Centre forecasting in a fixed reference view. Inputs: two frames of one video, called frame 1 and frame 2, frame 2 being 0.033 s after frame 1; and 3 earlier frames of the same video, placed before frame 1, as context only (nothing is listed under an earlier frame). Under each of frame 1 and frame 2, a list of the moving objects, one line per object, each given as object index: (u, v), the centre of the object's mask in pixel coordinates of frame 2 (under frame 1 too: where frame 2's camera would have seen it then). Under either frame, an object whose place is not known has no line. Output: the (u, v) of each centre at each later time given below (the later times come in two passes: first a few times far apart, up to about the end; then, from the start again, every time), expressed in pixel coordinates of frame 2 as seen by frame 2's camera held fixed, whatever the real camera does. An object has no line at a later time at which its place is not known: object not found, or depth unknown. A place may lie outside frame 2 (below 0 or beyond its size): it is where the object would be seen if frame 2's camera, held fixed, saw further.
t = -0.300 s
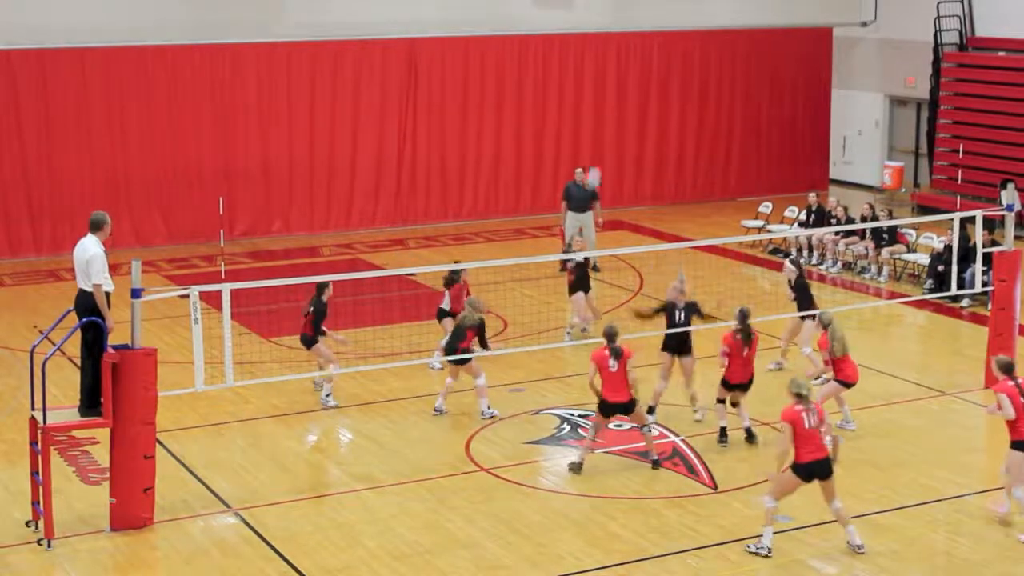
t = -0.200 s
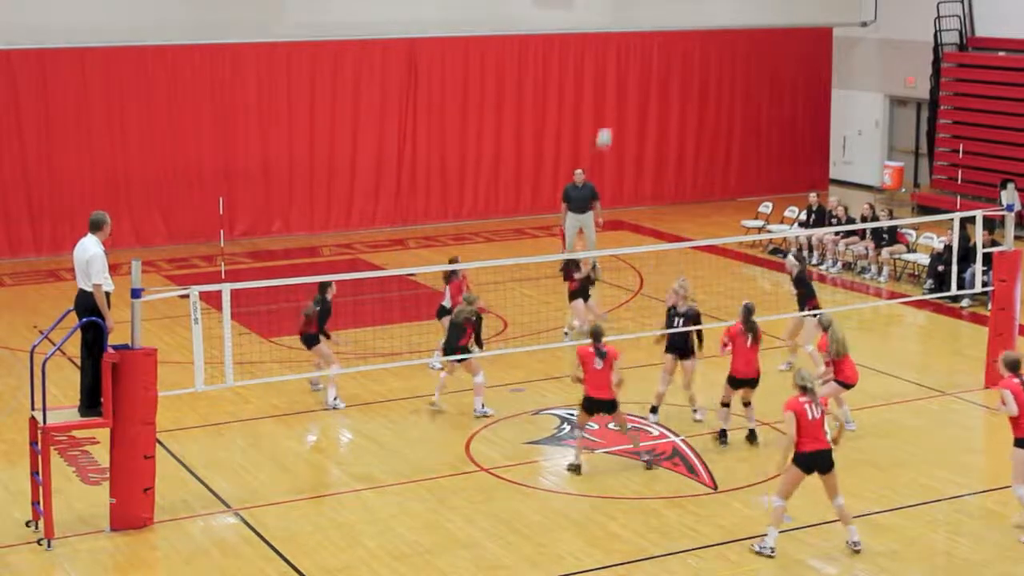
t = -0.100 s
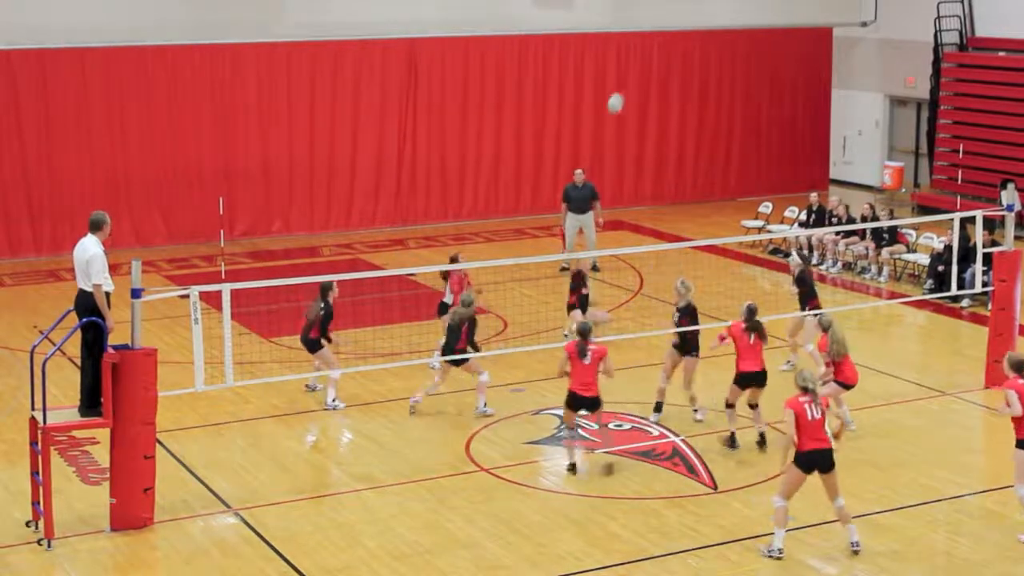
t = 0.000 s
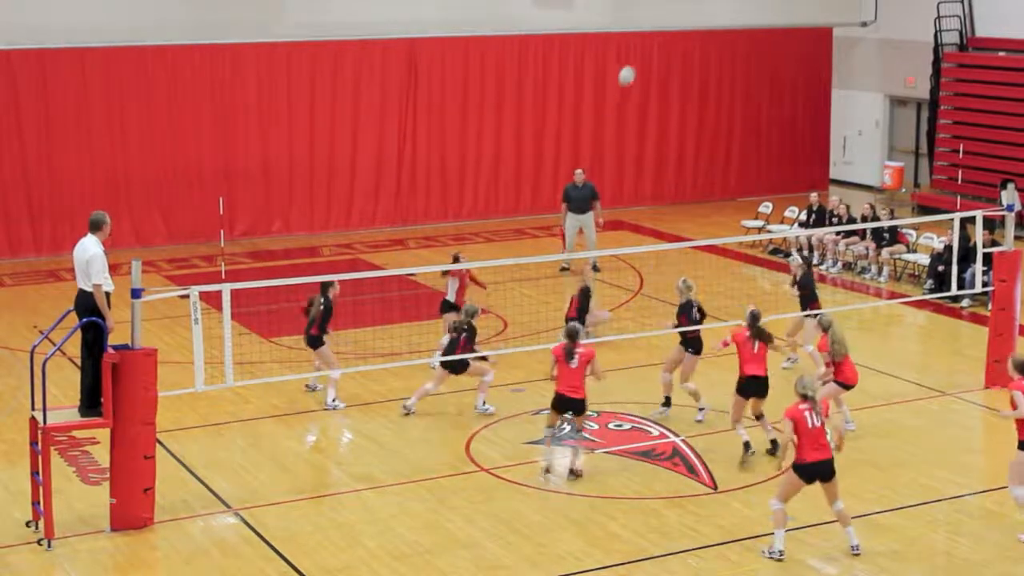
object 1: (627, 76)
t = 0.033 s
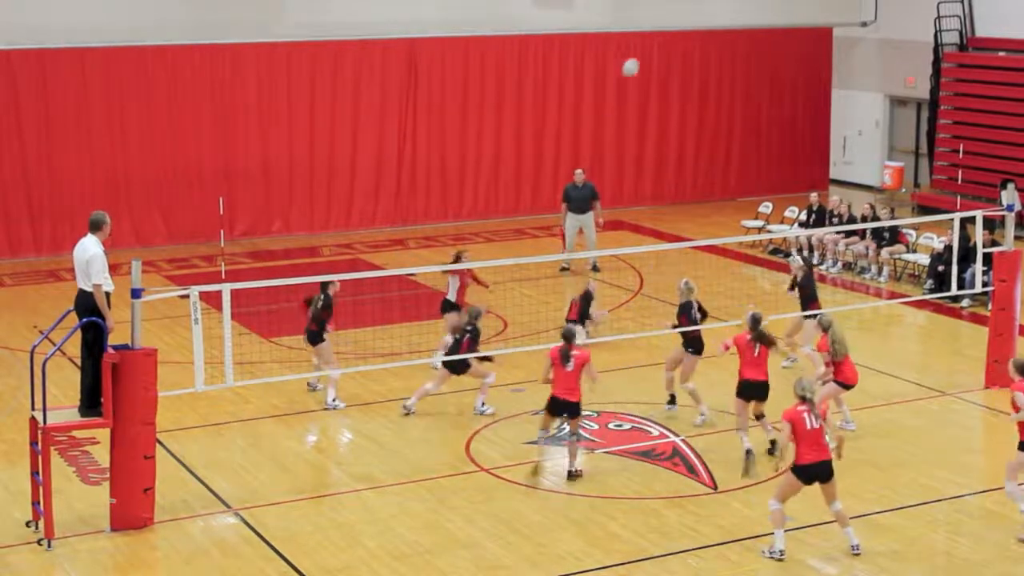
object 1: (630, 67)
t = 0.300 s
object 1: (661, 35)
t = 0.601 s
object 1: (697, 64)
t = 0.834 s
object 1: (726, 138)
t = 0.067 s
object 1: (634, 61)
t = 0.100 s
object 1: (638, 55)
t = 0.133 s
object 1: (641, 49)
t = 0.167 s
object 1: (645, 44)
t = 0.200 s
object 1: (649, 41)
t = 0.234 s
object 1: (653, 39)
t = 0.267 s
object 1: (656, 36)
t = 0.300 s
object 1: (661, 35)
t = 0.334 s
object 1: (665, 34)
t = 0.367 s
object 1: (668, 34)
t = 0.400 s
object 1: (672, 36)
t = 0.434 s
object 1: (676, 38)
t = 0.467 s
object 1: (681, 41)
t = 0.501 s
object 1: (685, 46)
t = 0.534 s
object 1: (689, 51)
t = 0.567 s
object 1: (693, 57)
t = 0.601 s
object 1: (697, 64)
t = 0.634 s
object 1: (701, 71)
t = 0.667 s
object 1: (705, 80)
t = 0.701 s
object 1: (709, 90)
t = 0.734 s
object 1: (713, 101)
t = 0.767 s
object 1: (717, 113)
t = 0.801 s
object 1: (721, 124)
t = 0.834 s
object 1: (726, 138)
